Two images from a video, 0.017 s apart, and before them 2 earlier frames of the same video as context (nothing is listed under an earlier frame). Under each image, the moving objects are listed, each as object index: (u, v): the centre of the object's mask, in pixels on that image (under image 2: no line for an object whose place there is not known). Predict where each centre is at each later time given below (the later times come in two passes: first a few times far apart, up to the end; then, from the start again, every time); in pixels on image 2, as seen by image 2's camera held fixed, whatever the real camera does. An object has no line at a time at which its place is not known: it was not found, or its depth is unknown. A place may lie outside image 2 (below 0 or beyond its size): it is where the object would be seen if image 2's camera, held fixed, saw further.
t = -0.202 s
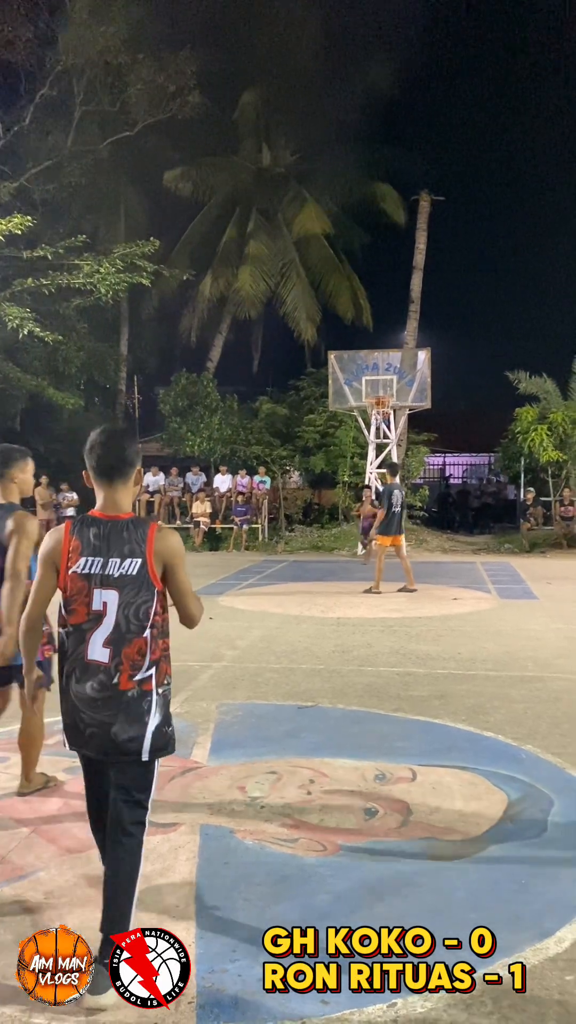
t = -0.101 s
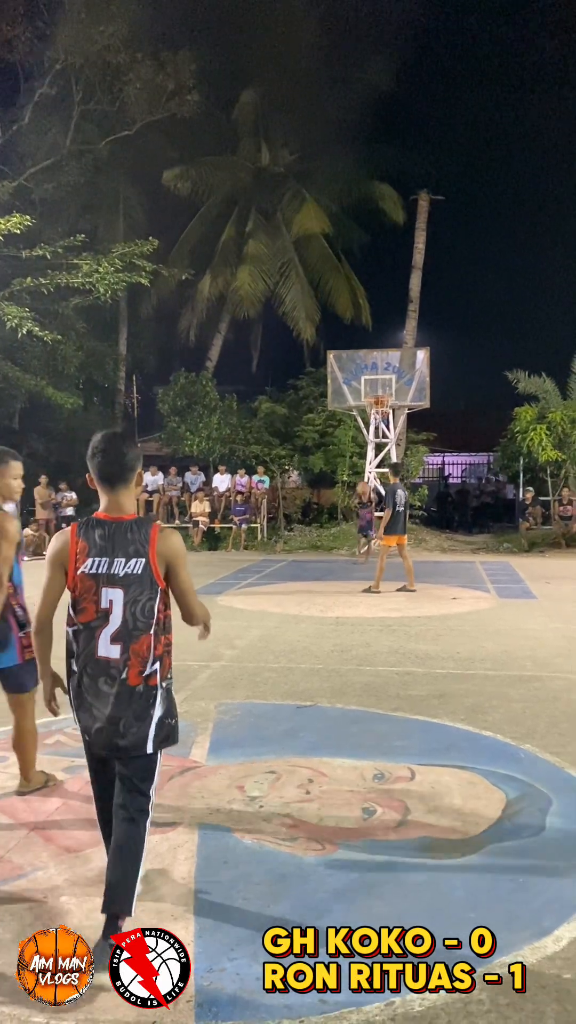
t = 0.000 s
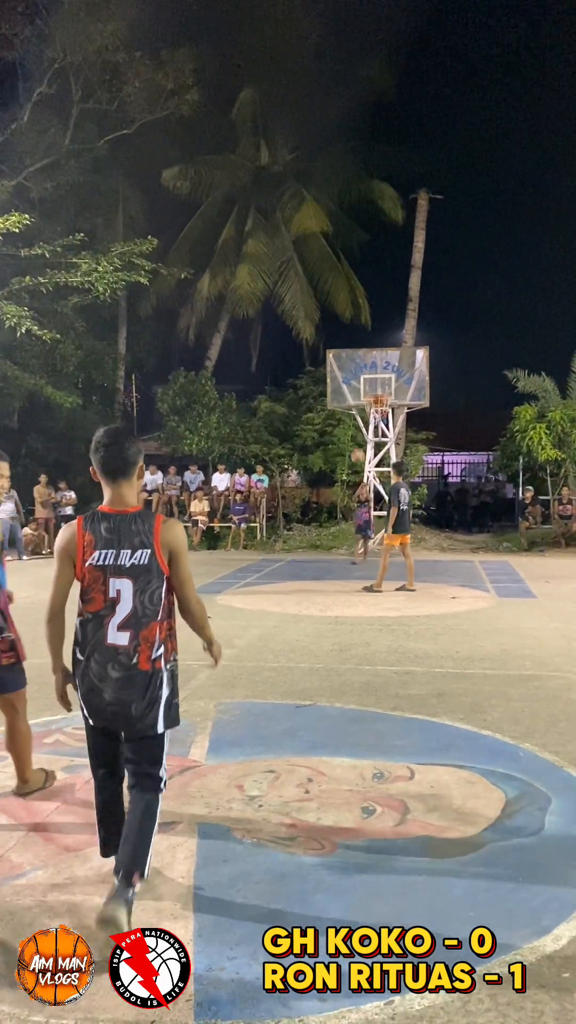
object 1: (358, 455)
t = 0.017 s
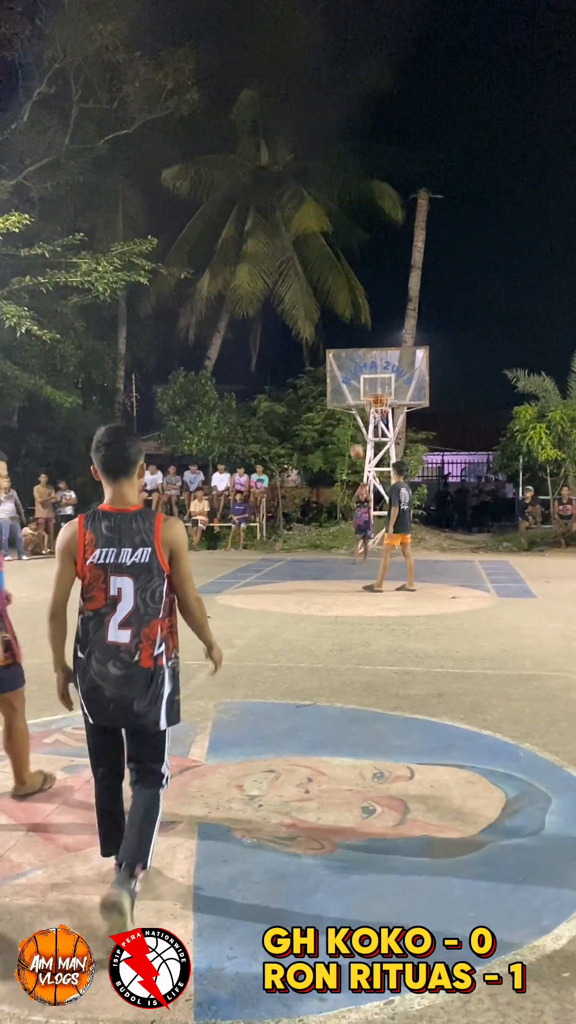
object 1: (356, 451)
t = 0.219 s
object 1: (347, 401)
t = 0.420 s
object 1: (336, 368)
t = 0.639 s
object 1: (323, 358)
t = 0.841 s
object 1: (309, 386)
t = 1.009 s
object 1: (299, 449)
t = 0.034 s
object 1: (356, 446)
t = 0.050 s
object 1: (356, 442)
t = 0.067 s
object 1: (354, 437)
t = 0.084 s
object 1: (354, 433)
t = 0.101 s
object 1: (353, 428)
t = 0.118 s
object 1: (352, 424)
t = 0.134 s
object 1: (351, 420)
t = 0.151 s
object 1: (350, 416)
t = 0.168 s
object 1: (349, 411)
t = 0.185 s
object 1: (348, 408)
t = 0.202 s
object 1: (348, 404)
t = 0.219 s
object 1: (347, 401)
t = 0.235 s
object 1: (346, 397)
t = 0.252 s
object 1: (346, 393)
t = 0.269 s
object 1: (345, 390)
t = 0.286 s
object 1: (344, 386)
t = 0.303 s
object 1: (343, 384)
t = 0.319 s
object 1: (342, 382)
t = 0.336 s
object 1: (341, 379)
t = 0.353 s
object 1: (340, 377)
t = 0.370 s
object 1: (339, 374)
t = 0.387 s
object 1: (338, 372)
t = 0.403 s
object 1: (337, 370)
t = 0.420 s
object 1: (336, 368)
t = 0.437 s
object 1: (335, 365)
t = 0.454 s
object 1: (334, 364)
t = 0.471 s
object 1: (333, 362)
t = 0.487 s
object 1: (332, 361)
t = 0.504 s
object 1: (331, 359)
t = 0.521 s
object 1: (330, 358)
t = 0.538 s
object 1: (329, 357)
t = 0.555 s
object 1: (328, 357)
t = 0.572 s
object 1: (327, 356)
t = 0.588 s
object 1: (325, 356)
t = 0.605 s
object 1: (324, 356)
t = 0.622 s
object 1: (323, 357)
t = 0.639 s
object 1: (323, 358)
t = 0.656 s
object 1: (322, 358)
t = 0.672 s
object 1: (320, 359)
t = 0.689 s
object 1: (319, 360)
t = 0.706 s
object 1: (319, 362)
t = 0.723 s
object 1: (317, 363)
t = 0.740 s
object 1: (316, 365)
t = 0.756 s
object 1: (314, 368)
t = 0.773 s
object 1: (313, 370)
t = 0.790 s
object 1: (312, 374)
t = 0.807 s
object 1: (311, 377)
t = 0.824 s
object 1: (310, 381)
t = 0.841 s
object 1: (309, 386)
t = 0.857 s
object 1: (308, 391)
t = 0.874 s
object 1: (307, 396)
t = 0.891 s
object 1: (306, 401)
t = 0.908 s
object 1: (305, 406)
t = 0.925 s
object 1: (304, 412)
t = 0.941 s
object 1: (303, 418)
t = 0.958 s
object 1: (302, 424)
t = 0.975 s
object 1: (301, 433)
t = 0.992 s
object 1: (300, 440)
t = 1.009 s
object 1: (299, 449)
